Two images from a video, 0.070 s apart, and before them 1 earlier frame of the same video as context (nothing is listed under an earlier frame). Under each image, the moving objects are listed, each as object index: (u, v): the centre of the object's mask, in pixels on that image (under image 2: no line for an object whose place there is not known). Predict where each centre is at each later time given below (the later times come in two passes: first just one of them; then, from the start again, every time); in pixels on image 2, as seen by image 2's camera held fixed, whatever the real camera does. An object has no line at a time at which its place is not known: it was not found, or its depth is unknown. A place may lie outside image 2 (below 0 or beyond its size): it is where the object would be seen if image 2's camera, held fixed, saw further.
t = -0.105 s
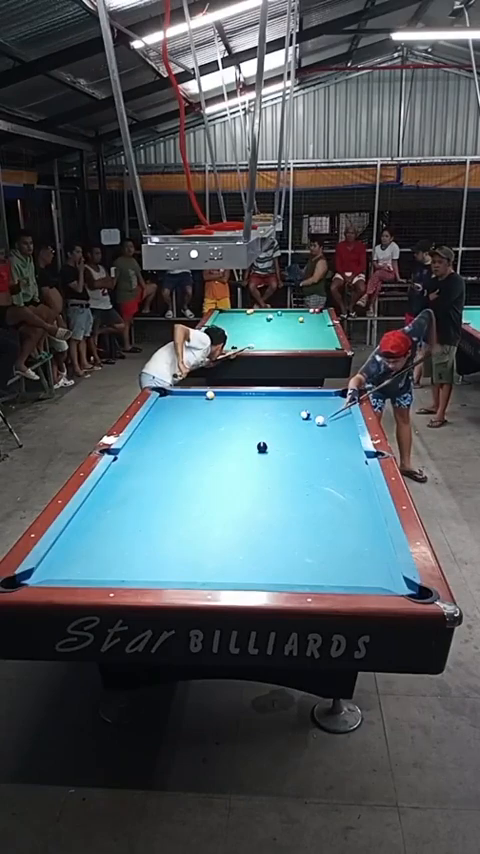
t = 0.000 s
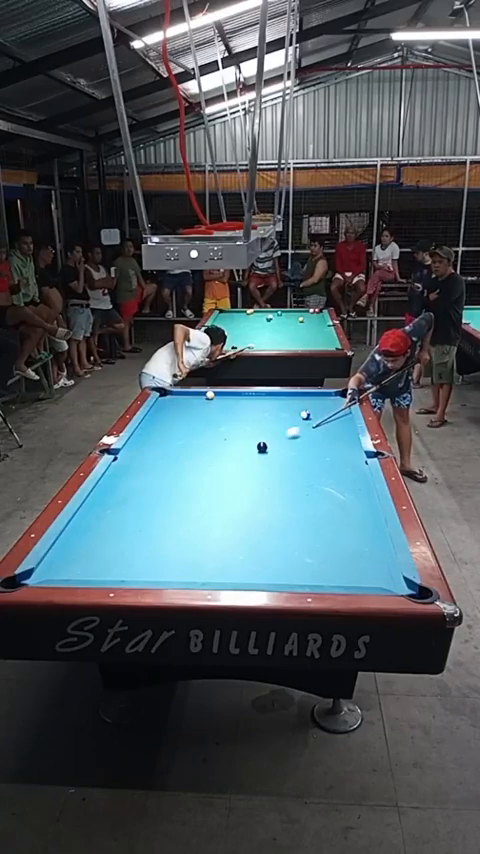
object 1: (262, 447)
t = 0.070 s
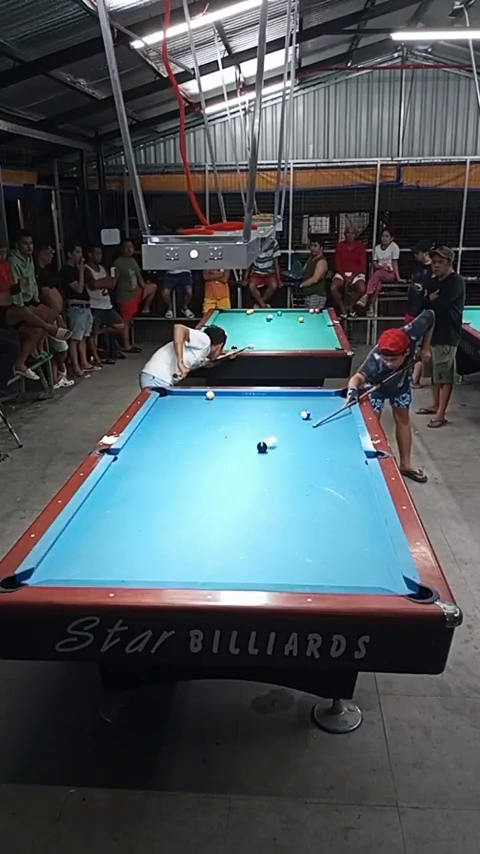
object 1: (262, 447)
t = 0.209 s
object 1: (225, 468)
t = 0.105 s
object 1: (254, 452)
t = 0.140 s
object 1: (244, 457)
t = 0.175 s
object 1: (234, 463)
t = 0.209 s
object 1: (225, 468)
